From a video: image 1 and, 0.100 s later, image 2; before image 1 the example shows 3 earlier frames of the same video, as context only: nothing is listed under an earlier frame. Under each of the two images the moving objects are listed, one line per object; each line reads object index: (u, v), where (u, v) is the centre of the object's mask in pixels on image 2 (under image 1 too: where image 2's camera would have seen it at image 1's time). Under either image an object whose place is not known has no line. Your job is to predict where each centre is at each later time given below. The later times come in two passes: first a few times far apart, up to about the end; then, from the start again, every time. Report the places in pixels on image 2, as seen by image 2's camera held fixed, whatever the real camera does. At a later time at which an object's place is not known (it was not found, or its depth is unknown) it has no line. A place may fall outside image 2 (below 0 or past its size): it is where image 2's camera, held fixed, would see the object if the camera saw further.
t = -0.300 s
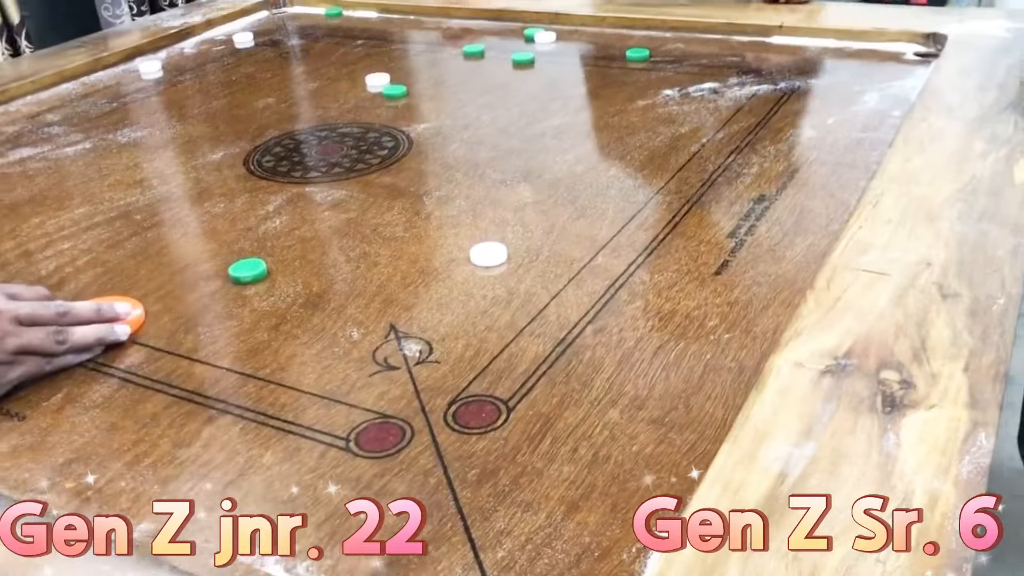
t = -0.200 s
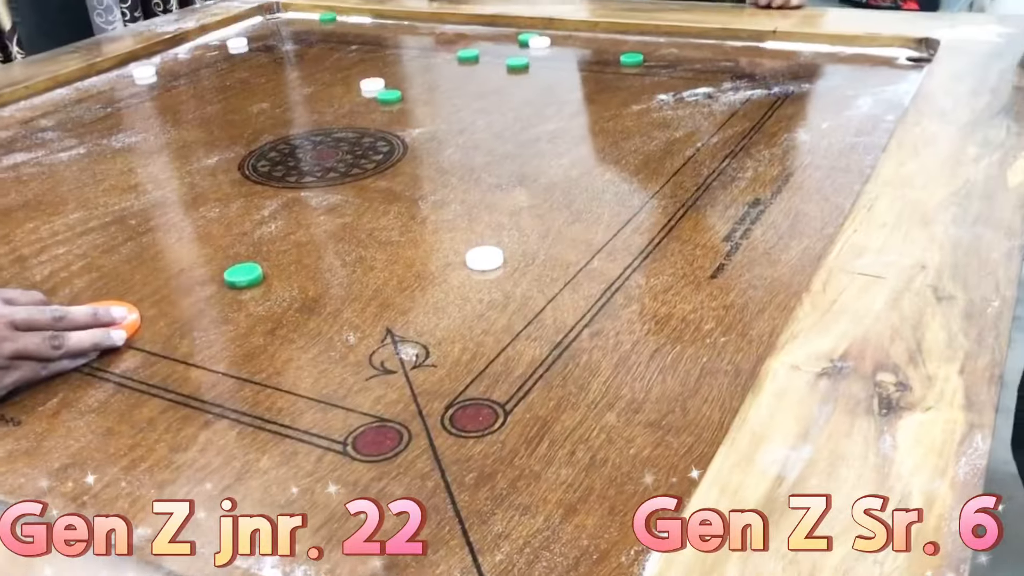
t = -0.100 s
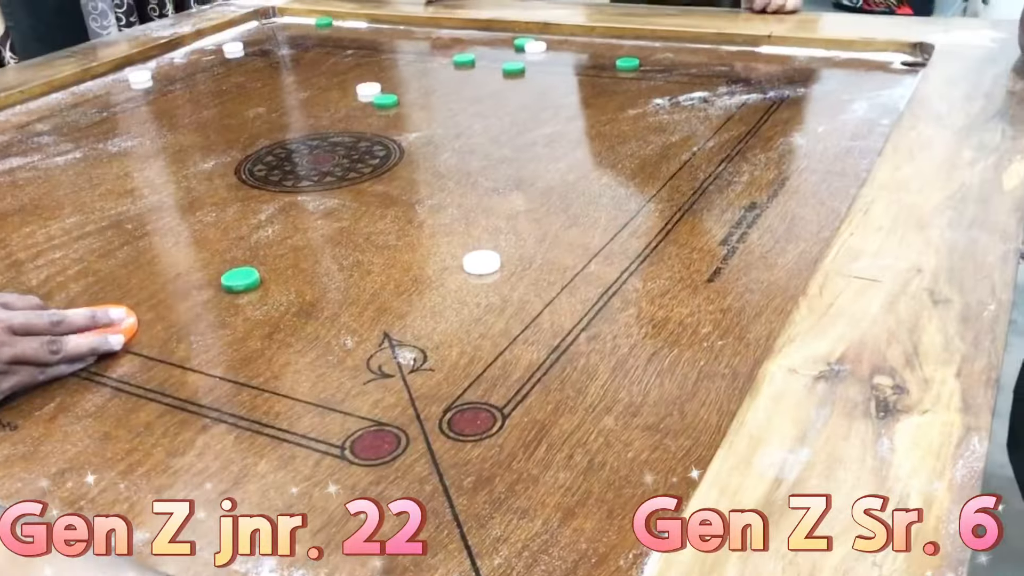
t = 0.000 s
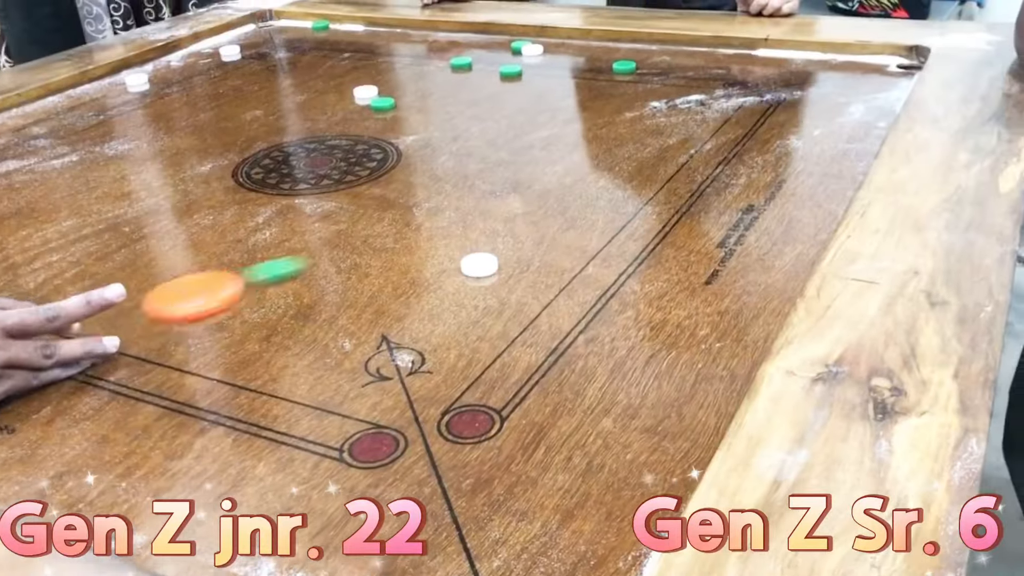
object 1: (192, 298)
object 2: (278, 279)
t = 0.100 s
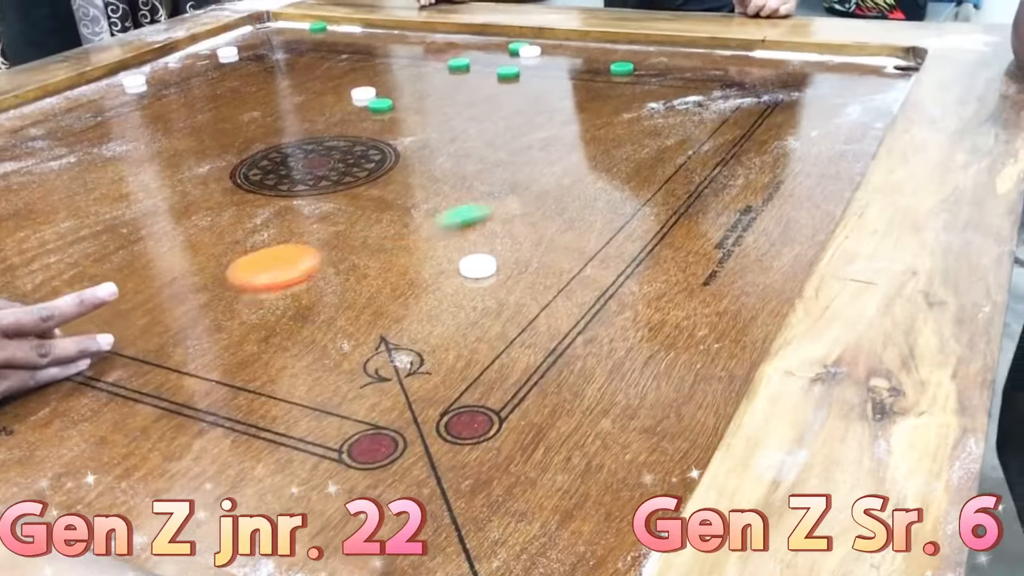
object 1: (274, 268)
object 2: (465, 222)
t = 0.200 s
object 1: (340, 244)
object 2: (617, 174)
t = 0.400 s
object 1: (431, 211)
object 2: (844, 104)
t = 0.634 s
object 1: (487, 192)
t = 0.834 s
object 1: (498, 188)
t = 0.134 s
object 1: (298, 259)
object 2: (520, 206)
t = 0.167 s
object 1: (319, 251)
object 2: (569, 191)
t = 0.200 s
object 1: (340, 244)
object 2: (617, 174)
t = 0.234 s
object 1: (359, 237)
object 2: (660, 161)
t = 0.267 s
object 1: (376, 231)
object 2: (701, 145)
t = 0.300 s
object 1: (392, 225)
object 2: (742, 133)
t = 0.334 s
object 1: (406, 220)
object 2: (777, 122)
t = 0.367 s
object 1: (419, 215)
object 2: (811, 113)
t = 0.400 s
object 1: (431, 211)
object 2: (844, 104)
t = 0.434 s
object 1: (442, 207)
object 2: (875, 94)
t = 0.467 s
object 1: (452, 204)
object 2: (900, 85)
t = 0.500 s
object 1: (461, 201)
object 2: (903, 78)
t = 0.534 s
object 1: (469, 198)
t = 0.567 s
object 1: (476, 195)
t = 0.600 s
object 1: (481, 194)
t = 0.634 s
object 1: (487, 192)
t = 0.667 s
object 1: (491, 190)
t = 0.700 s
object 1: (494, 189)
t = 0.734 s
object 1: (496, 189)
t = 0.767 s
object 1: (498, 188)
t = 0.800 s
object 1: (498, 188)
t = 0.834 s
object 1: (498, 188)
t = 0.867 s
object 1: (498, 188)
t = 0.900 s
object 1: (498, 188)
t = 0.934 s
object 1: (498, 188)
